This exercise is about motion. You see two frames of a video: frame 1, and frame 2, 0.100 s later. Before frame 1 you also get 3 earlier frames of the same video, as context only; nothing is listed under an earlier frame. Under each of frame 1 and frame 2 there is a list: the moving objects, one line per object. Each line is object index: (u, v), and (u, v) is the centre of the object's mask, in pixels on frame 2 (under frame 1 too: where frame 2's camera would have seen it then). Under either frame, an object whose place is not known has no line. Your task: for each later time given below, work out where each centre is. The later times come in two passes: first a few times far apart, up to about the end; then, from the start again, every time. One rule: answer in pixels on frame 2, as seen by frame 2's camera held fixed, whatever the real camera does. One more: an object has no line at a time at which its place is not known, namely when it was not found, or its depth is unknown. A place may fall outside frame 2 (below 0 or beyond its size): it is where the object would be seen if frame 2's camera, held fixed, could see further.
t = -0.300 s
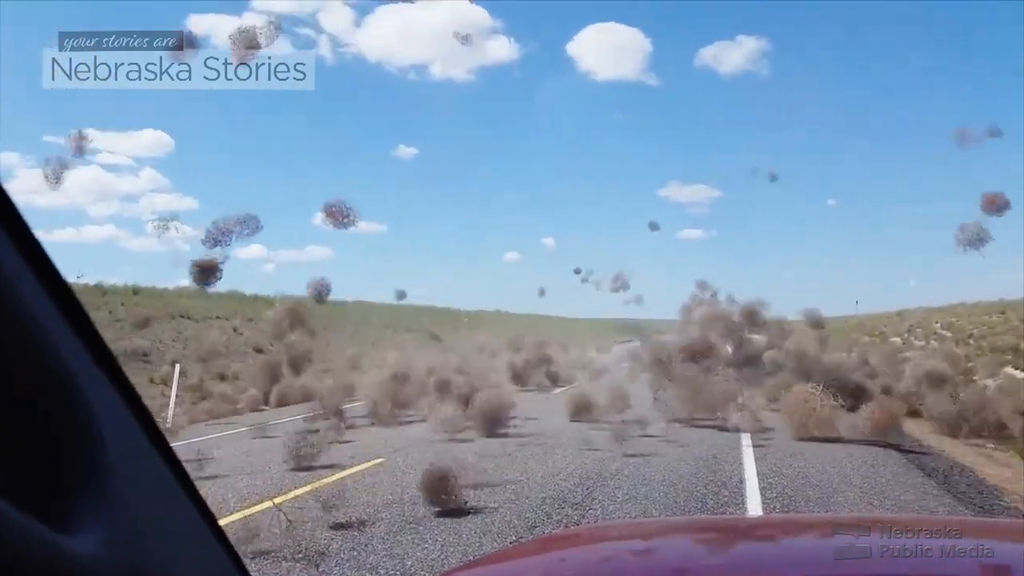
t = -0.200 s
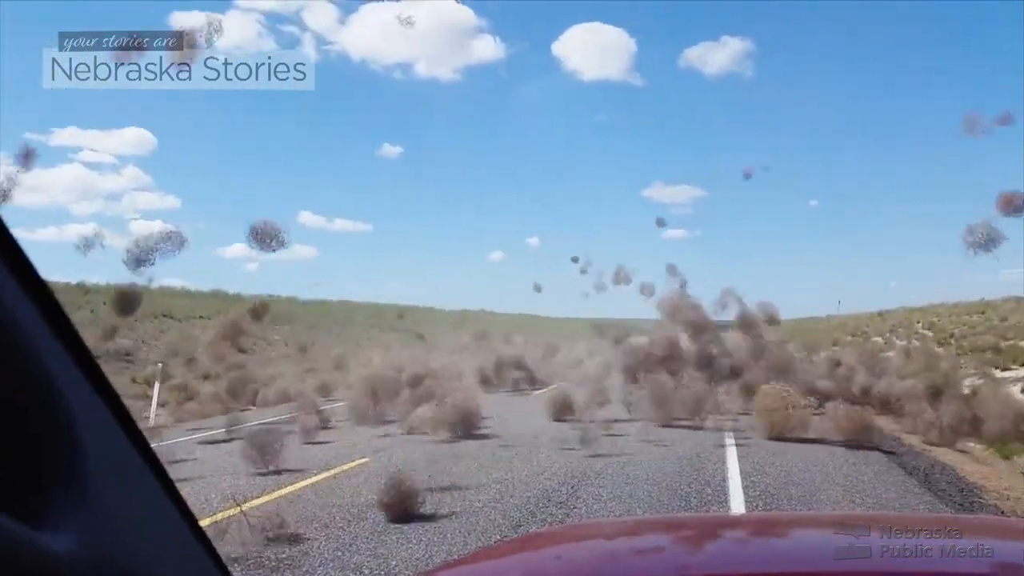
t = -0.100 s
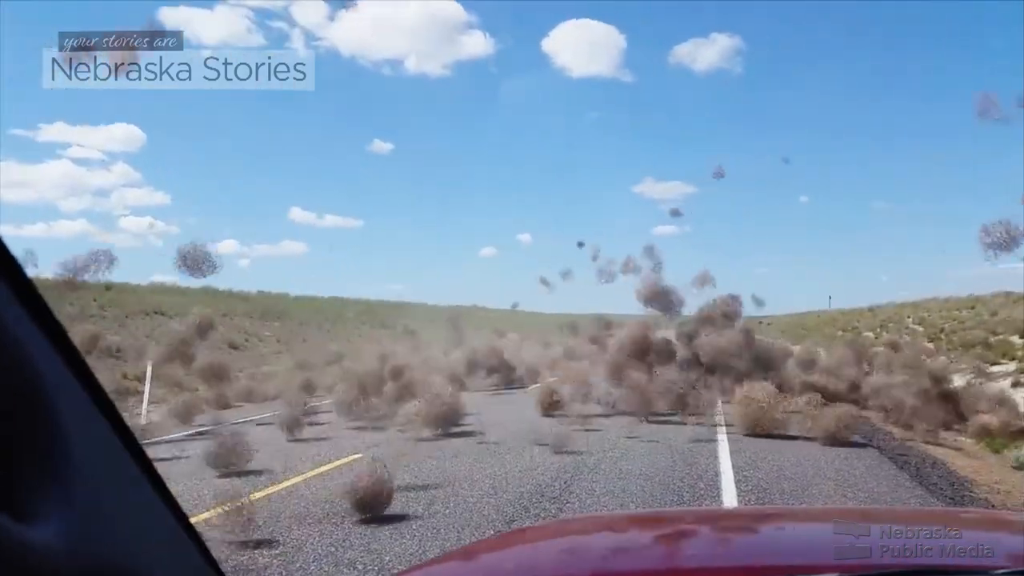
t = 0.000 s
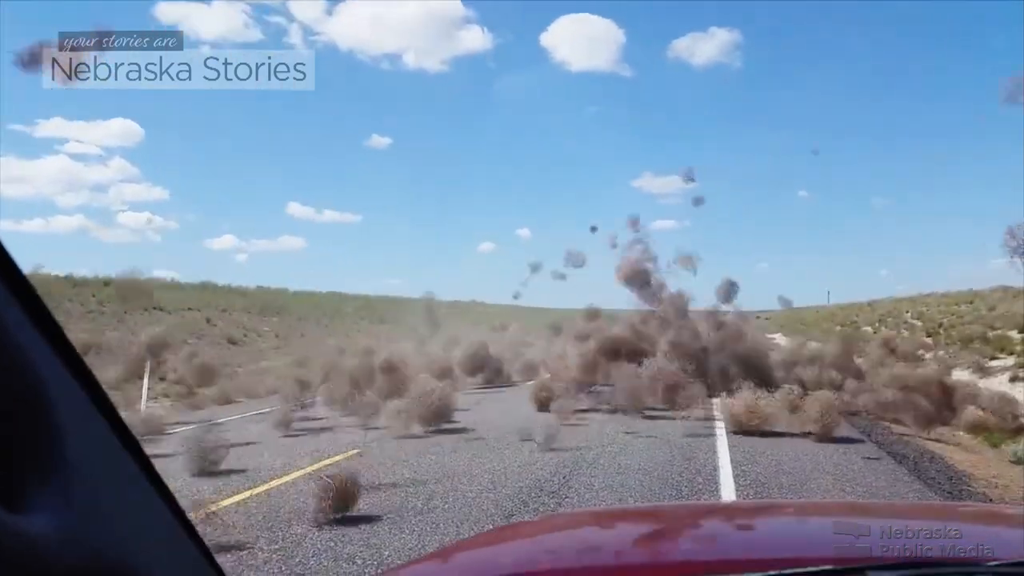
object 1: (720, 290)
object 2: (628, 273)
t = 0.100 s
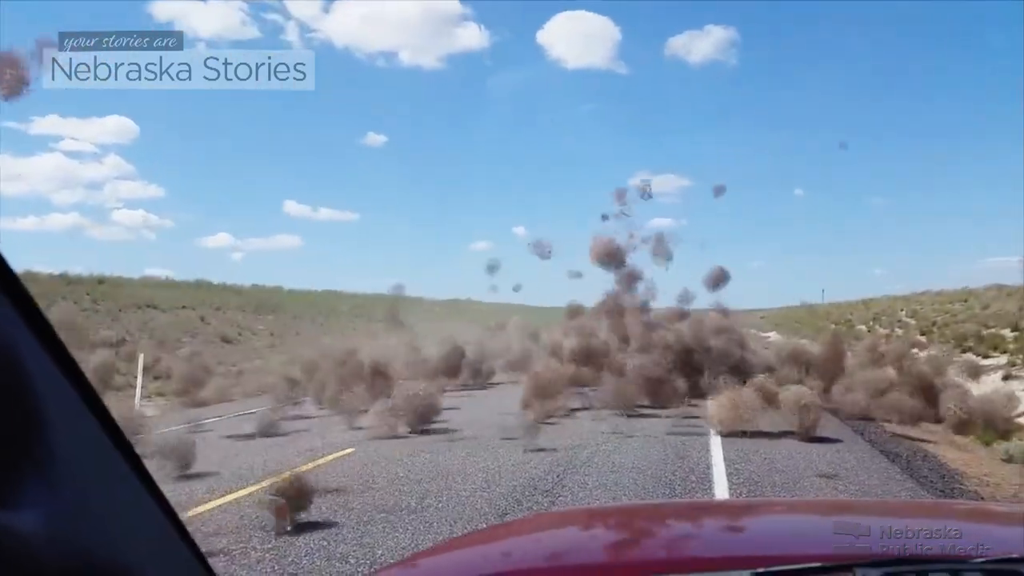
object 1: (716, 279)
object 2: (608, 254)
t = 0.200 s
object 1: (710, 266)
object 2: (586, 229)
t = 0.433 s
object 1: (671, 239)
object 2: (530, 195)
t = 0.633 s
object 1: (584, 235)
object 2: (483, 173)
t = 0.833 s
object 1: (403, 263)
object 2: (437, 155)
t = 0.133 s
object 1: (715, 275)
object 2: (601, 246)
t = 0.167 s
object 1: (712, 270)
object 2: (595, 239)
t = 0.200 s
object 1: (710, 266)
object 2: (586, 229)
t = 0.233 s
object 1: (706, 261)
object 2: (578, 226)
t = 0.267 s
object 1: (702, 253)
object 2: (572, 220)
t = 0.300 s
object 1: (699, 251)
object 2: (564, 213)
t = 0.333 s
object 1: (694, 248)
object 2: (554, 207)
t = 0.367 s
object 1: (686, 244)
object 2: (545, 203)
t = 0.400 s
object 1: (678, 241)
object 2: (537, 199)
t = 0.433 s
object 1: (671, 239)
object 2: (530, 195)
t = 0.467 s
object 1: (661, 236)
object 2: (522, 191)
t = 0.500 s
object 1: (650, 235)
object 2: (514, 187)
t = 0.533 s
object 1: (636, 235)
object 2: (506, 183)
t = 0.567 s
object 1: (621, 233)
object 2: (499, 179)
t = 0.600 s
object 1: (604, 234)
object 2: (491, 175)
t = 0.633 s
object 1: (584, 235)
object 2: (483, 173)
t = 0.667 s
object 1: (561, 237)
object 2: (475, 167)
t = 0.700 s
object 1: (538, 240)
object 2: (467, 163)
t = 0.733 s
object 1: (511, 245)
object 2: (460, 159)
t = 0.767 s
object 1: (482, 253)
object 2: (453, 162)
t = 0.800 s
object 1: (437, 254)
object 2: (445, 159)
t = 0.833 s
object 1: (403, 263)
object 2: (437, 155)
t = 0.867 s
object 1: (364, 271)
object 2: (429, 150)
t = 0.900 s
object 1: (308, 287)
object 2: (420, 145)
